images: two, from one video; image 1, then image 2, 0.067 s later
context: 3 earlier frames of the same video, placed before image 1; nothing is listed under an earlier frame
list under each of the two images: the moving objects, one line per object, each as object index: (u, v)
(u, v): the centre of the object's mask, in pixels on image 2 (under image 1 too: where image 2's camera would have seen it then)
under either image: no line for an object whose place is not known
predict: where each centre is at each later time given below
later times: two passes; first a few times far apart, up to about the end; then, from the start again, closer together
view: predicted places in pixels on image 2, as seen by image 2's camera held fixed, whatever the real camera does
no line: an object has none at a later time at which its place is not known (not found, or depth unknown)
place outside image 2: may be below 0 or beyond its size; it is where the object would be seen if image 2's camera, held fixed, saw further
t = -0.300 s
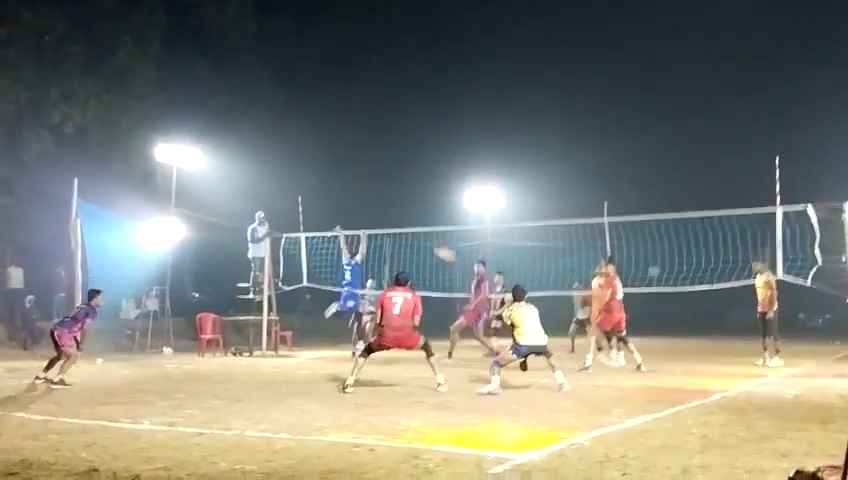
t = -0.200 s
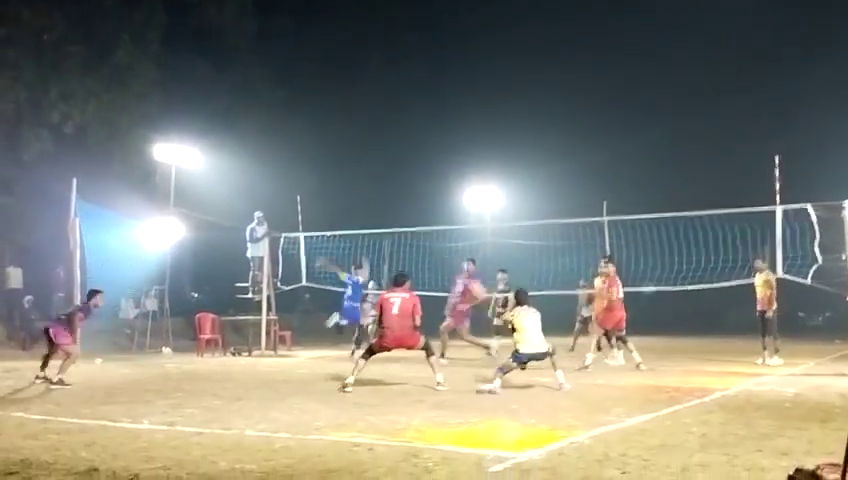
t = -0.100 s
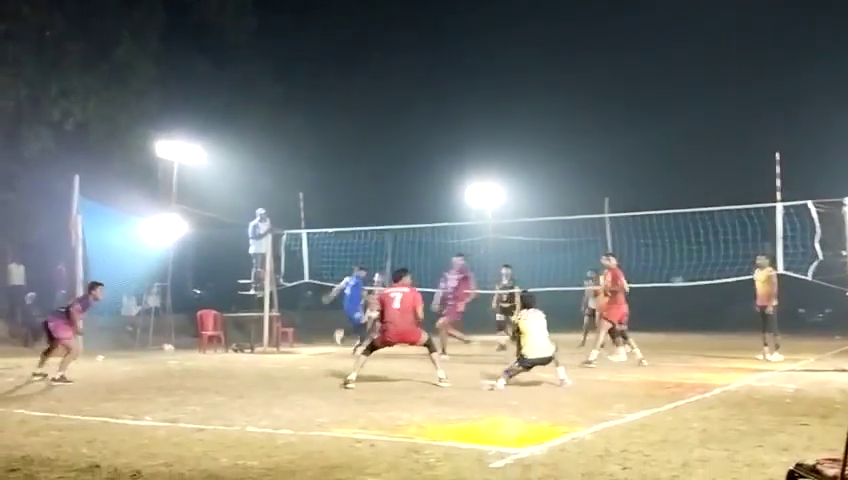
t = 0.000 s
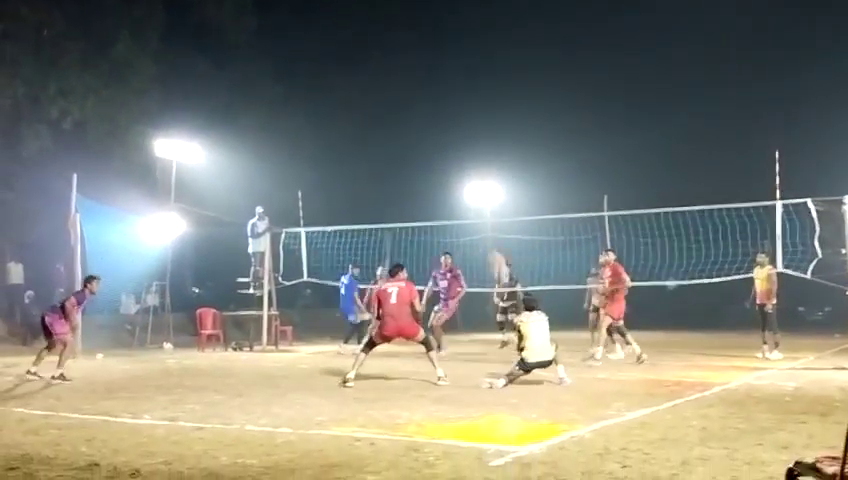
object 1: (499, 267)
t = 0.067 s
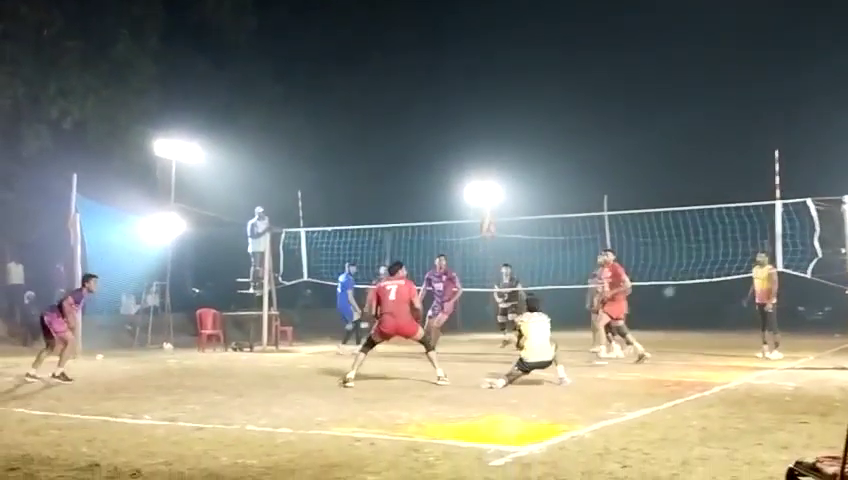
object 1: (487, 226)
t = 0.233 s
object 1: (458, 142)
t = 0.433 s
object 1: (429, 77)
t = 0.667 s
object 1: (397, 41)
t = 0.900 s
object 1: (367, 44)
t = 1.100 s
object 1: (344, 75)
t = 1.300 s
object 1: (321, 130)
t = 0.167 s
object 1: (470, 169)
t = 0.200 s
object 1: (464, 156)
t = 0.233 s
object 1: (458, 142)
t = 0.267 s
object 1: (453, 128)
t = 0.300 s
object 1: (448, 117)
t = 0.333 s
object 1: (442, 105)
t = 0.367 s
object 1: (438, 95)
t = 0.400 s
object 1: (433, 85)
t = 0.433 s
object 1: (429, 77)
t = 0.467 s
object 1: (424, 70)
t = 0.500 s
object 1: (420, 62)
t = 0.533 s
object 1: (415, 57)
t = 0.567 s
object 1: (410, 52)
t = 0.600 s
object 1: (405, 47)
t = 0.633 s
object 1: (401, 44)
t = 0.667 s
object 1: (397, 41)
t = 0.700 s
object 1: (392, 39)
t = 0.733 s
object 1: (388, 38)
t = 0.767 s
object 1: (385, 38)
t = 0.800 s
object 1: (380, 38)
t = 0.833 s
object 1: (376, 40)
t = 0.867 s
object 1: (372, 41)
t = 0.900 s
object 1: (367, 44)
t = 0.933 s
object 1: (363, 48)
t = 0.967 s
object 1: (359, 51)
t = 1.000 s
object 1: (356, 56)
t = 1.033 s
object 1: (352, 62)
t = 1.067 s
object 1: (348, 68)
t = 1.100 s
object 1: (344, 75)
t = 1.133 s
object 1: (340, 83)
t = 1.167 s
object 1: (336, 91)
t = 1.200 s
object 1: (331, 100)
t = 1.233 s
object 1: (328, 109)
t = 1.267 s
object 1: (324, 119)
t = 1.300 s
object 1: (321, 130)
